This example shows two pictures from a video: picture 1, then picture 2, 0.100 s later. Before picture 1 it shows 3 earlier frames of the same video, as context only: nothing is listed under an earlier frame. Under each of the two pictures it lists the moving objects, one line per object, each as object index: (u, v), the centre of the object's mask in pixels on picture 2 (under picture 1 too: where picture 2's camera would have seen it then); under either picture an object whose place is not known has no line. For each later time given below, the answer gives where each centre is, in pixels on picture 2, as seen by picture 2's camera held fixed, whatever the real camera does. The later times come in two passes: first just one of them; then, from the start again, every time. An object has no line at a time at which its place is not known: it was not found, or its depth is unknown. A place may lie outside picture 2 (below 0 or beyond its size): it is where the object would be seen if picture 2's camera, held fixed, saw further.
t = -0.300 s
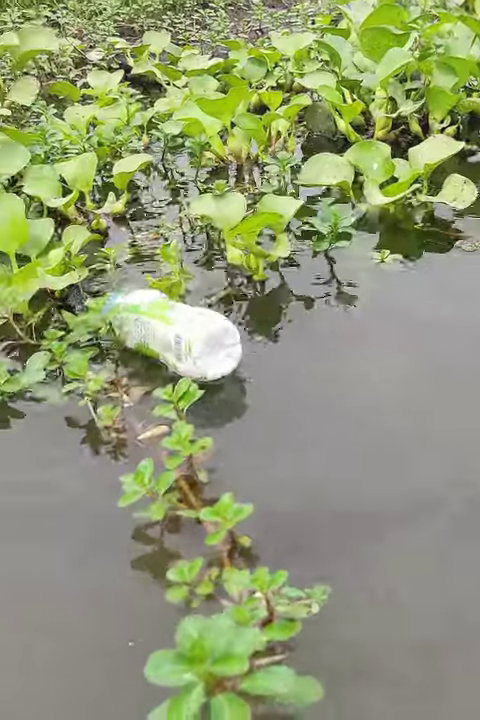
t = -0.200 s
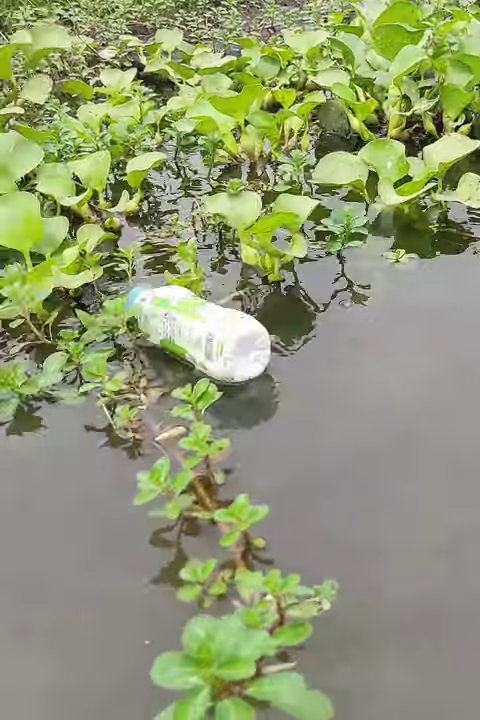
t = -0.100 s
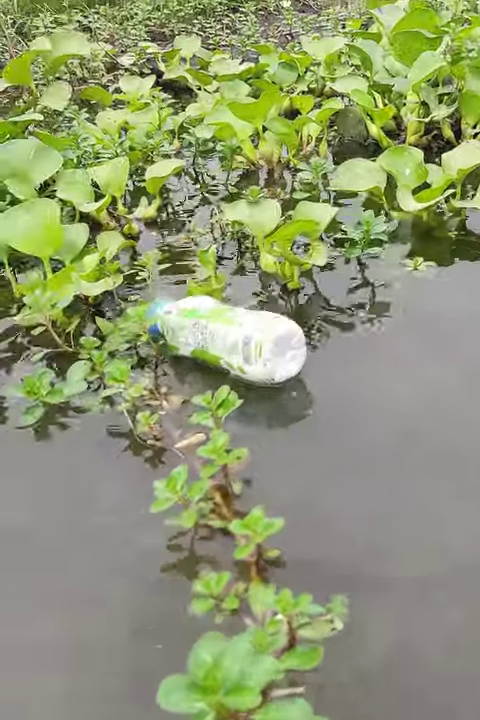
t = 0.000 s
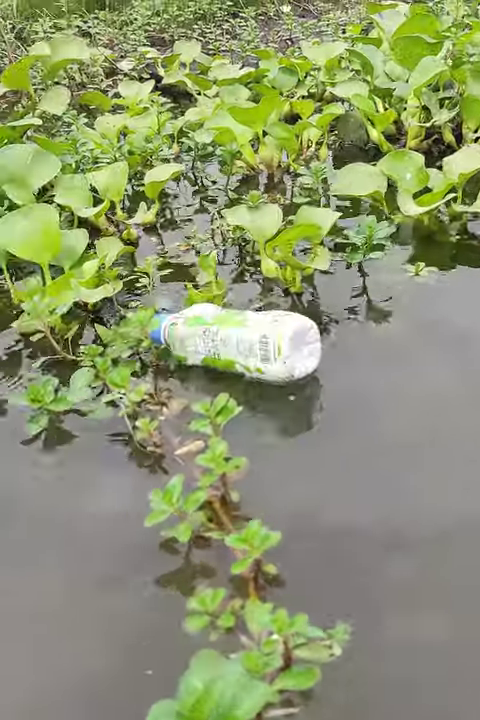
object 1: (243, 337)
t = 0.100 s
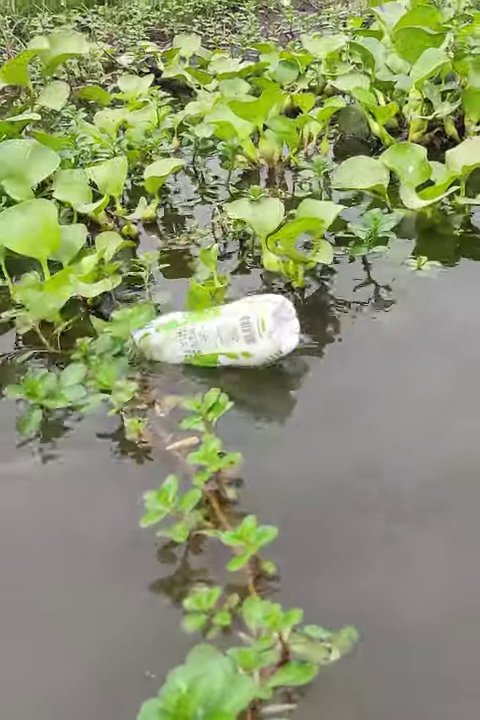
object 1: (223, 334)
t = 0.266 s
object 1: (210, 326)
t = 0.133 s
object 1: (218, 331)
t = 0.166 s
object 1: (214, 328)
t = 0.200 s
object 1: (210, 326)
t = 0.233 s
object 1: (209, 325)
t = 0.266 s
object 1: (210, 326)
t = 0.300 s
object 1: (210, 329)
